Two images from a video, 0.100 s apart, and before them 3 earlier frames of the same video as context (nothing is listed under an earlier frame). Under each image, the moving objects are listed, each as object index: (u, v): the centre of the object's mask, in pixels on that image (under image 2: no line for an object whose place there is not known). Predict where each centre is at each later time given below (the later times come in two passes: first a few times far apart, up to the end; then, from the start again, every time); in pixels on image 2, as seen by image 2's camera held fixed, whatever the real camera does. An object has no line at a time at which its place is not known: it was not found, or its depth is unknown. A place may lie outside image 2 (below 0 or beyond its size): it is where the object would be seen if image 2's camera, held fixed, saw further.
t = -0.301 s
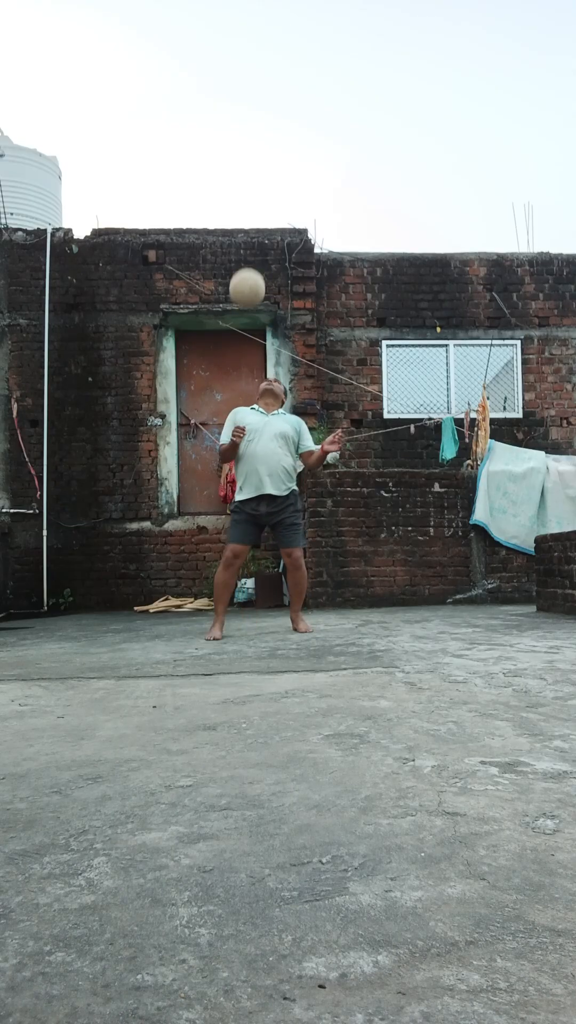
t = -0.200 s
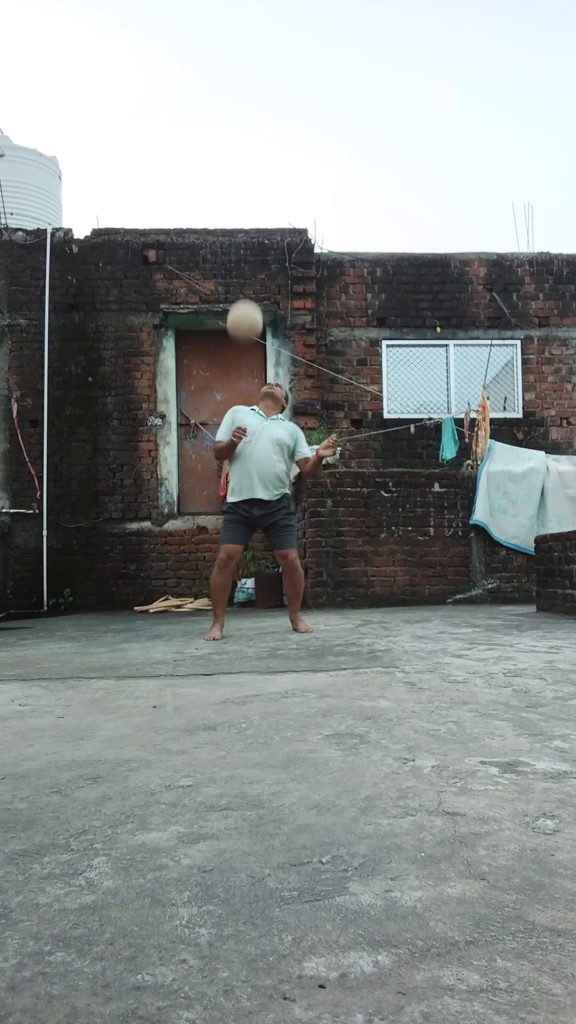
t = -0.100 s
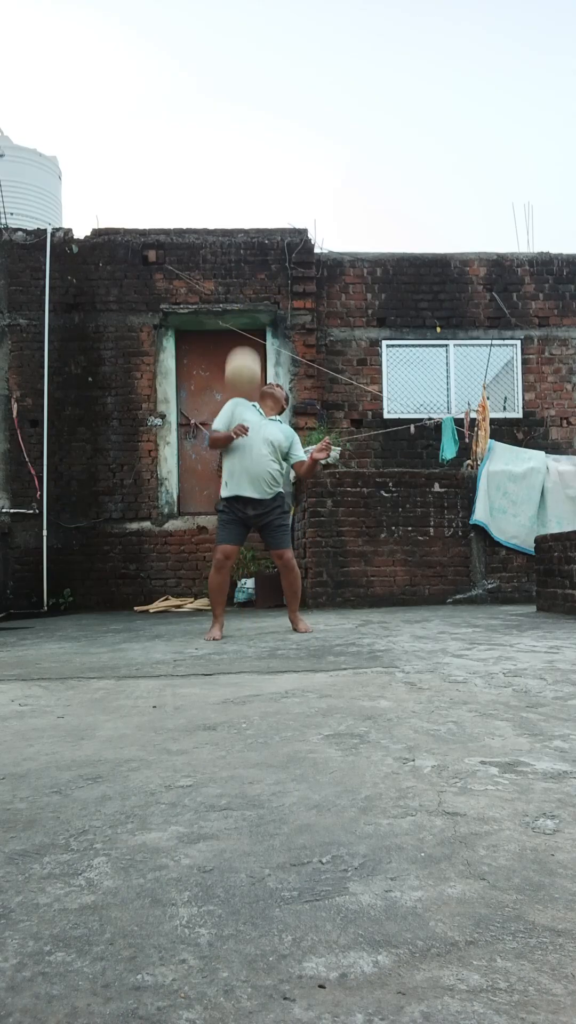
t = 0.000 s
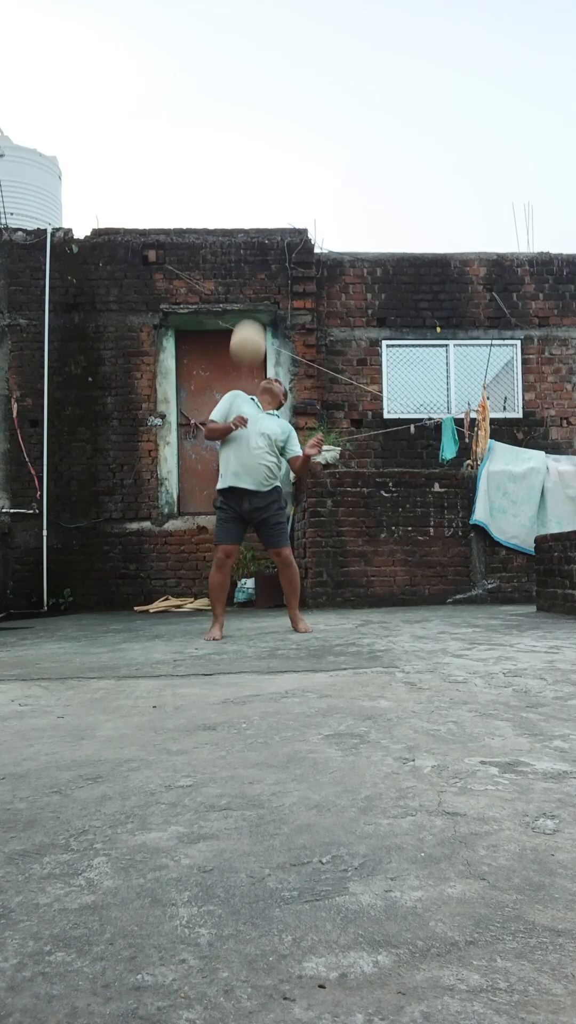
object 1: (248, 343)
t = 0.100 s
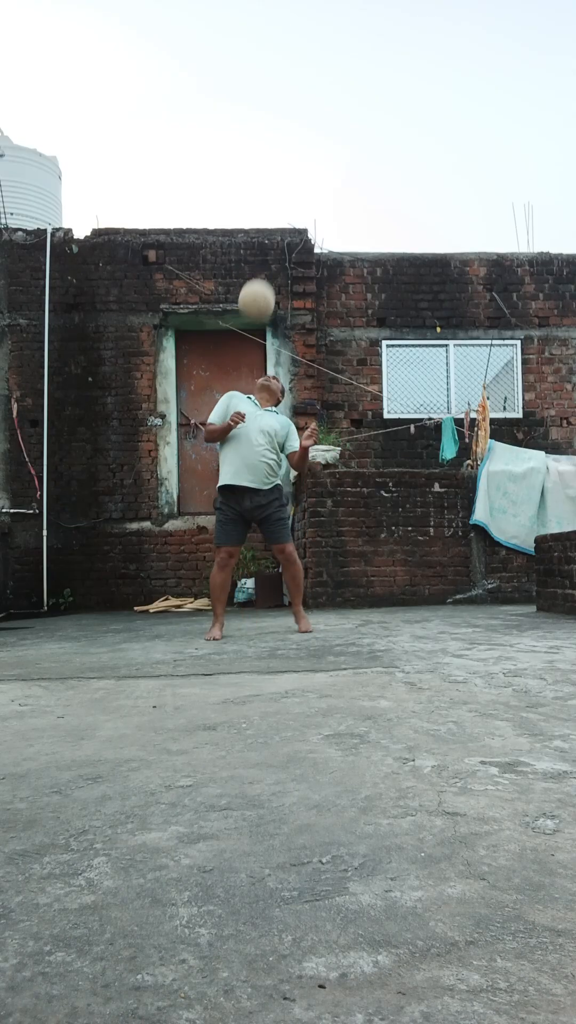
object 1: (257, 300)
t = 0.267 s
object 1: (271, 265)
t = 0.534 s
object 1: (296, 297)
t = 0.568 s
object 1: (299, 309)
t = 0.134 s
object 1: (259, 290)
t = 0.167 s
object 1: (262, 281)
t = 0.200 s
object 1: (265, 274)
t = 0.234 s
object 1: (268, 268)
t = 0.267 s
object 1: (271, 265)
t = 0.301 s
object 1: (274, 263)
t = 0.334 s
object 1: (277, 263)
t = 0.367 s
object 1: (280, 264)
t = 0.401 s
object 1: (283, 267)
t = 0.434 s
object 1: (286, 272)
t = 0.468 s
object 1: (289, 278)
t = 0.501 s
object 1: (292, 286)
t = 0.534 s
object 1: (296, 297)
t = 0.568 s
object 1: (299, 309)
